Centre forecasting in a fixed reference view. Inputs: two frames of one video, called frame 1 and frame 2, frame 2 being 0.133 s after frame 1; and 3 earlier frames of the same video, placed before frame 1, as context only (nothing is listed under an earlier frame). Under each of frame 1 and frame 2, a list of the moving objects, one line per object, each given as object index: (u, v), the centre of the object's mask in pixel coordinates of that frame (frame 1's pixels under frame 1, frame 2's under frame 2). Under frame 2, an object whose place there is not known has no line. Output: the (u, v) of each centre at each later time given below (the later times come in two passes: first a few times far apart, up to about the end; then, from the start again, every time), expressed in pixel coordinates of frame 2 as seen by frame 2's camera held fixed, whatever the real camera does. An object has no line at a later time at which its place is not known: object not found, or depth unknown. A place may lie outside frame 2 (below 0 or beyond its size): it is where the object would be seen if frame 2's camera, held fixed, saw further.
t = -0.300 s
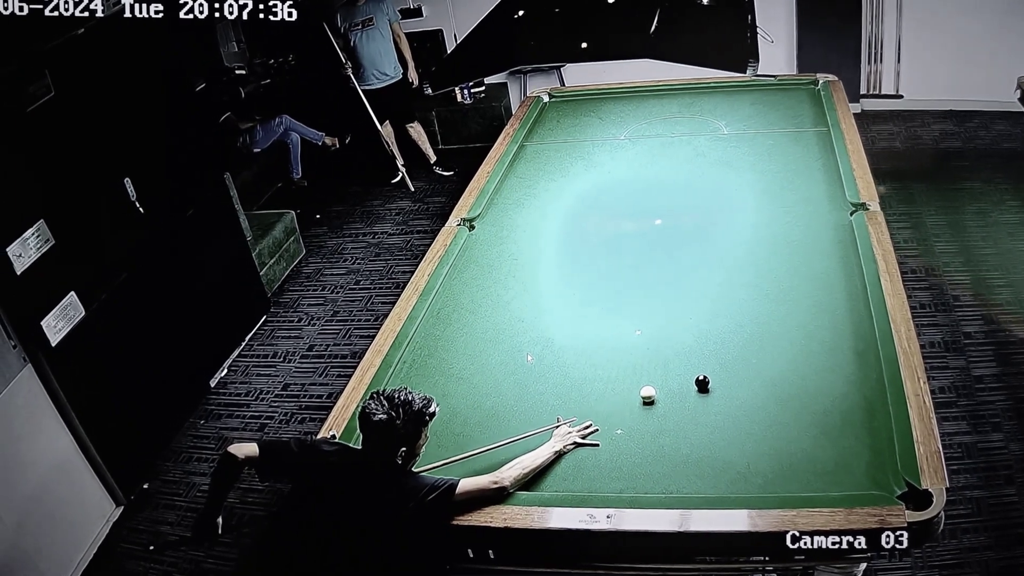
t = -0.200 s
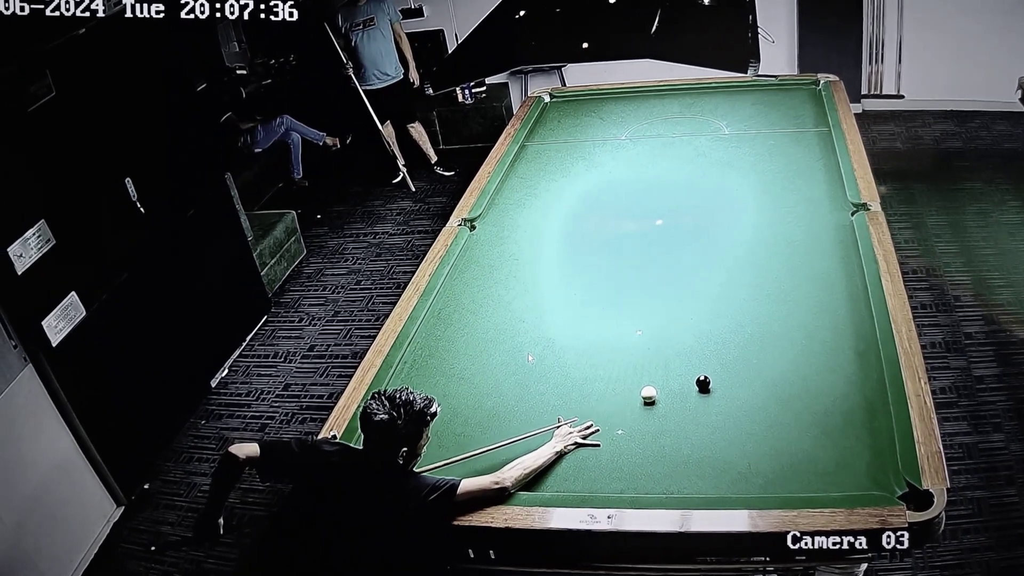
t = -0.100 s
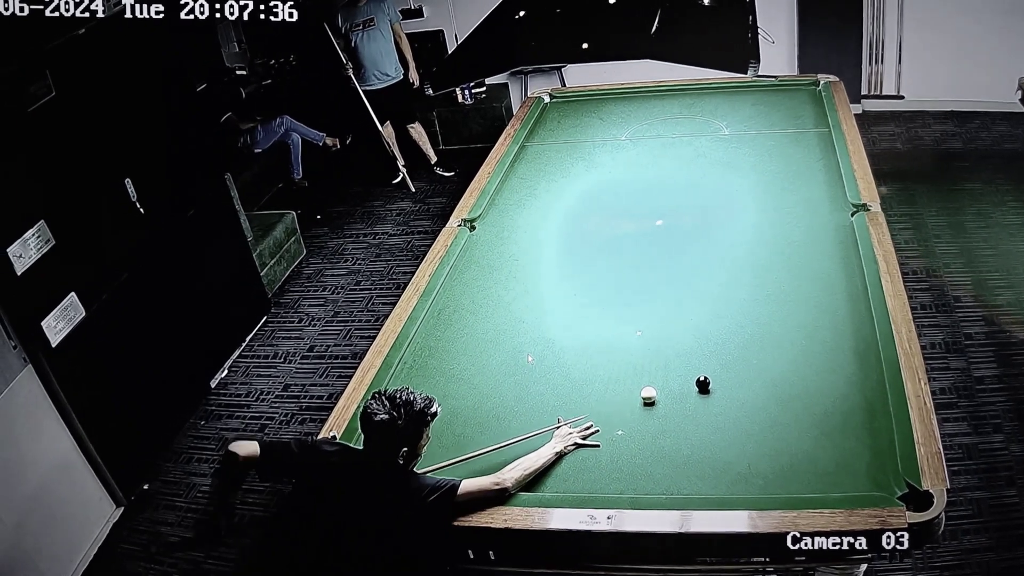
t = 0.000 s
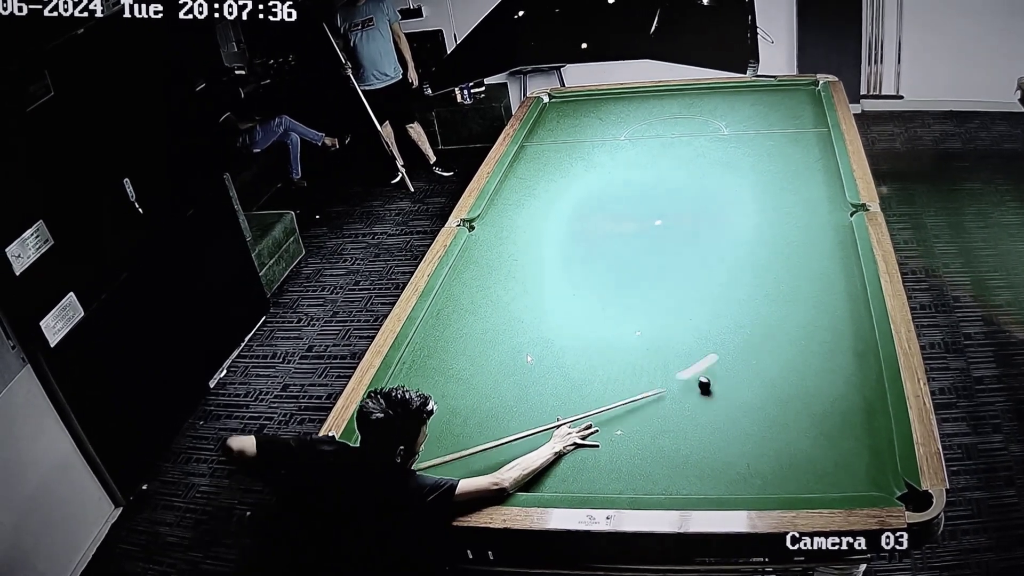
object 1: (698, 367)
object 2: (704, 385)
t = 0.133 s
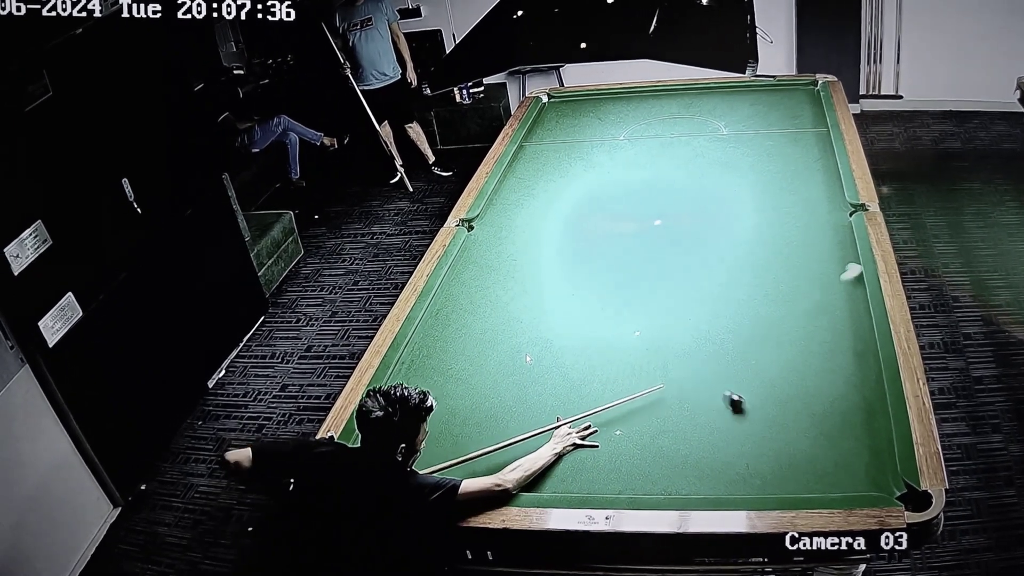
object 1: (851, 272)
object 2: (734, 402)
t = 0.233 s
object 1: (776, 237)
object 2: (754, 413)
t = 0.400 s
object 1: (673, 197)
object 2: (787, 432)
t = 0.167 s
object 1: (851, 272)
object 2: (739, 405)
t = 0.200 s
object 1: (816, 253)
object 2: (748, 410)
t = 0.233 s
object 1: (776, 237)
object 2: (754, 413)
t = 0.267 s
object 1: (775, 238)
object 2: (758, 416)
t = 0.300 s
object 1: (739, 223)
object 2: (768, 421)
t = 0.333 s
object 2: (774, 424)
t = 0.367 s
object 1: (705, 210)
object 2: (778, 427)
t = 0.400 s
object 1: (673, 197)
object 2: (787, 432)
